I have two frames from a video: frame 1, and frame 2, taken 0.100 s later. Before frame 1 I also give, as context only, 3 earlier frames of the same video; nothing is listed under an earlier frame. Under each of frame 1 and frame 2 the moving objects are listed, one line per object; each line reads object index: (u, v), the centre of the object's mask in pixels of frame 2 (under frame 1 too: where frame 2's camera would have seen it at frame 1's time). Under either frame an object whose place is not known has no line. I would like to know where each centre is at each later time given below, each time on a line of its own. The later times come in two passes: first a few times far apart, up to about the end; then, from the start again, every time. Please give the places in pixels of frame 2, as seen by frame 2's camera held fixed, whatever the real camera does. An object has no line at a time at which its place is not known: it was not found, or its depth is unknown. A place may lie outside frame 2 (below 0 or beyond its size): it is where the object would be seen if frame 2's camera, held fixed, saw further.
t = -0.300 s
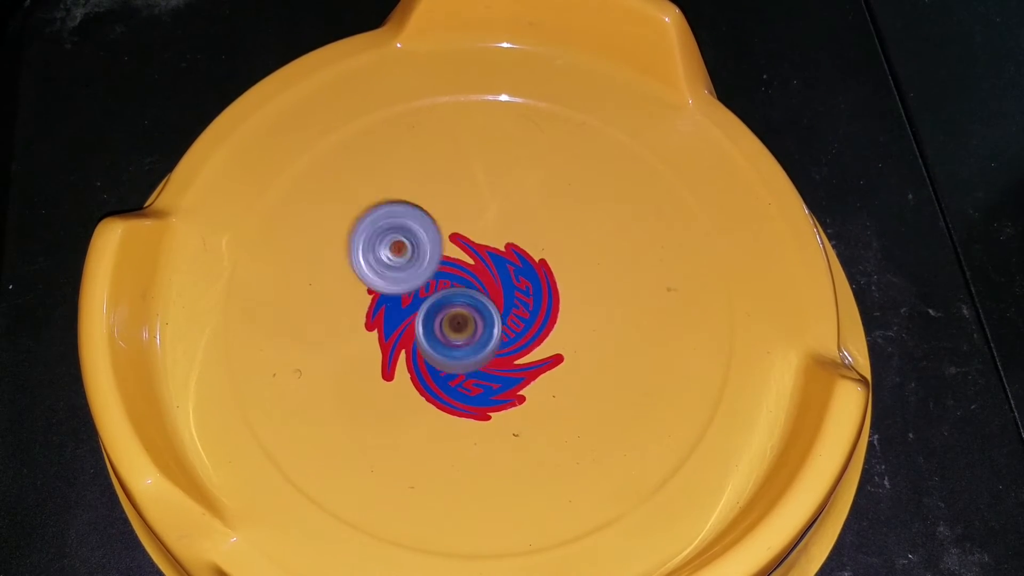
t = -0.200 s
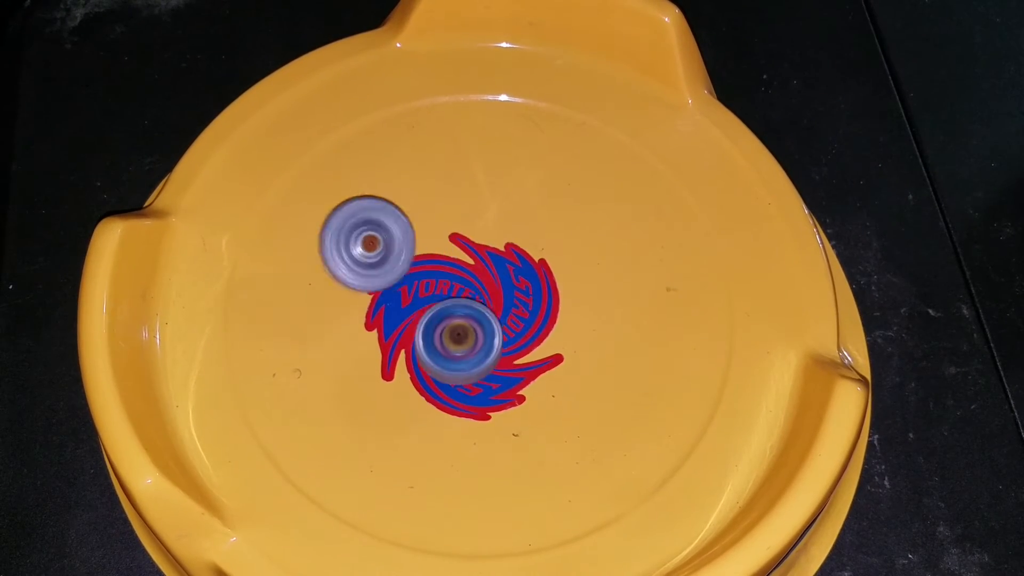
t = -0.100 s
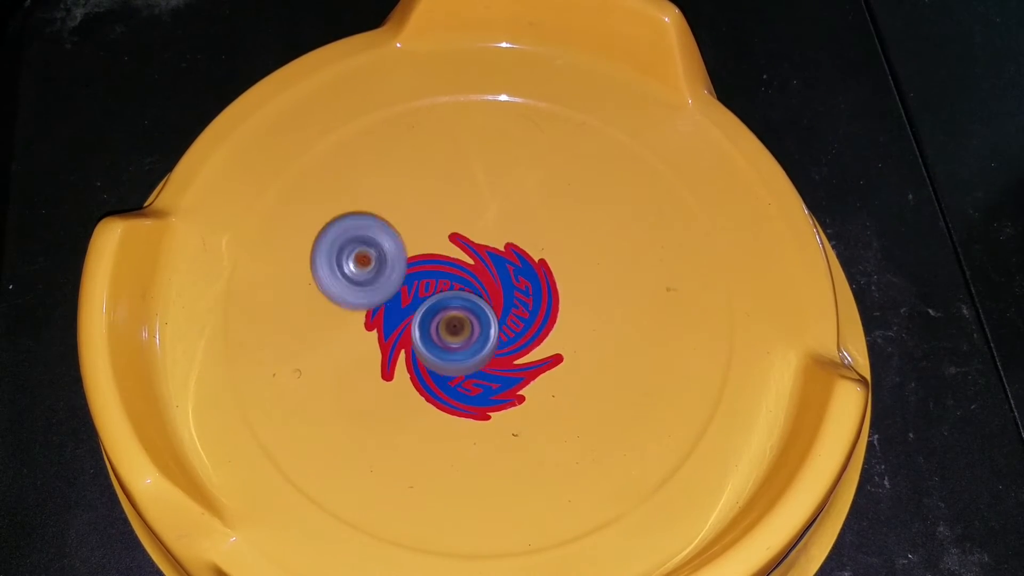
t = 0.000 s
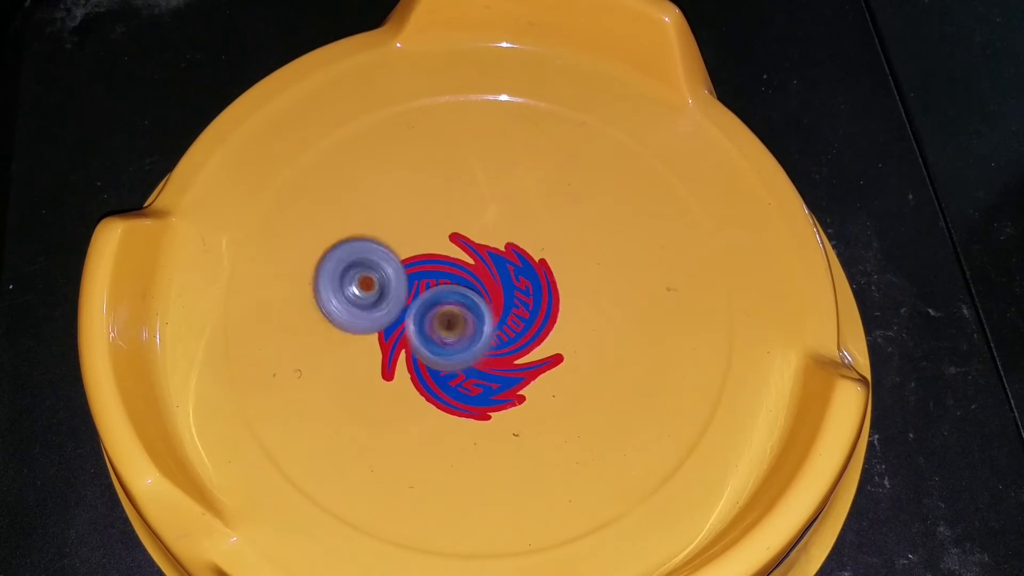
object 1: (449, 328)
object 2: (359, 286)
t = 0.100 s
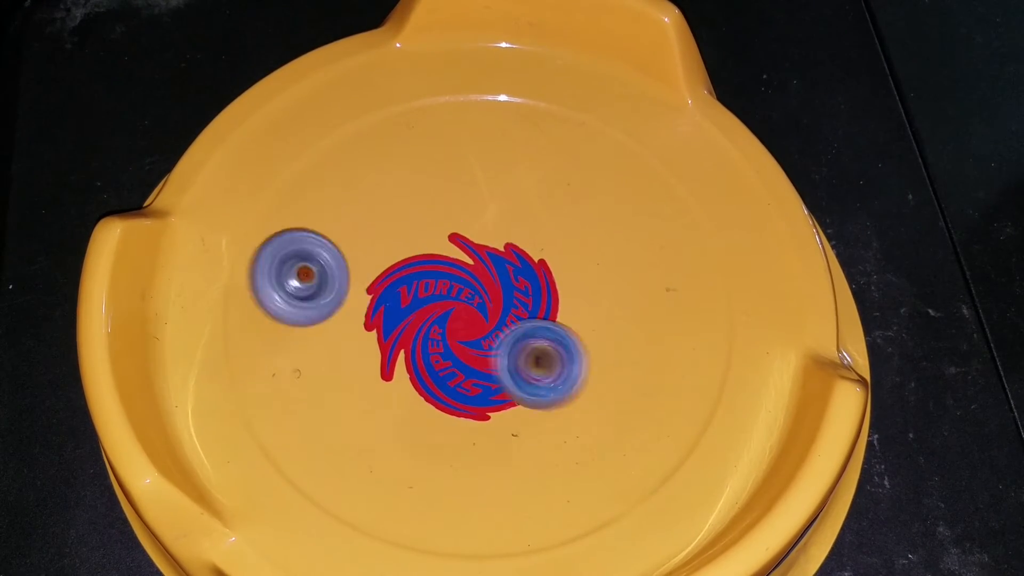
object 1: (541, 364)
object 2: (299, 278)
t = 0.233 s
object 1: (603, 335)
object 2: (298, 301)
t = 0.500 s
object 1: (540, 235)
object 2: (399, 352)
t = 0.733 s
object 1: (442, 294)
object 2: (470, 376)
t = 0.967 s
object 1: (402, 293)
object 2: (542, 402)
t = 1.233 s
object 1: (457, 346)
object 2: (556, 330)
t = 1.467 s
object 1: (443, 329)
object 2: (585, 250)
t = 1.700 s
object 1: (440, 329)
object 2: (538, 208)
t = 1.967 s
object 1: (437, 327)
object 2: (451, 204)
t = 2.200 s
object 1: (438, 320)
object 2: (358, 227)
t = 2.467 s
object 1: (453, 297)
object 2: (319, 274)
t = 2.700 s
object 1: (465, 282)
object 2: (387, 358)
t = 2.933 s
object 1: (466, 284)
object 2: (488, 488)
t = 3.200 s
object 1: (473, 283)
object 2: (512, 530)
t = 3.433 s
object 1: (475, 284)
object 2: (499, 413)
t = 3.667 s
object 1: (460, 244)
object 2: (516, 329)
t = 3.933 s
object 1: (425, 288)
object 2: (544, 258)
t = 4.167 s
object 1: (451, 316)
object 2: (514, 236)
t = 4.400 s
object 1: (380, 417)
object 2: (524, 155)
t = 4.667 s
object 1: (471, 403)
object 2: (481, 233)
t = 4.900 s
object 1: (500, 390)
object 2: (445, 262)
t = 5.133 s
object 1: (499, 369)
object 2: (439, 283)
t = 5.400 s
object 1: (505, 356)
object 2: (442, 278)
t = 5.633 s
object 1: (511, 369)
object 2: (452, 233)
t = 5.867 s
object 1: (486, 340)
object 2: (475, 223)
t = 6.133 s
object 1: (451, 332)
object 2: (470, 234)
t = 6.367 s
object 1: (423, 333)
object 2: (469, 249)
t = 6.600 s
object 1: (431, 337)
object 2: (487, 265)
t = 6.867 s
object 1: (438, 332)
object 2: (514, 273)
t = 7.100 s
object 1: (423, 324)
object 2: (539, 273)
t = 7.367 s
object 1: (441, 312)
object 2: (529, 272)
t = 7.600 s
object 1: (416, 310)
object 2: (524, 272)
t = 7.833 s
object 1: (417, 322)
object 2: (513, 278)
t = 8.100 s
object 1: (413, 328)
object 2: (519, 285)
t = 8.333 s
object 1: (404, 334)
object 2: (533, 286)
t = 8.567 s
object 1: (422, 331)
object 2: (523, 294)
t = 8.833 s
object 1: (419, 325)
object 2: (514, 290)
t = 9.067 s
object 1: (395, 326)
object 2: (525, 278)
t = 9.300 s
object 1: (426, 322)
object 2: (513, 283)
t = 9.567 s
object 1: (411, 314)
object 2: (509, 278)
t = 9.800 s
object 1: (406, 323)
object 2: (515, 278)
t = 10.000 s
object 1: (423, 323)
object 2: (510, 281)
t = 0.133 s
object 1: (562, 363)
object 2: (292, 281)
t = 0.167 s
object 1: (580, 358)
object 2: (290, 287)
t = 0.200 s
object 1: (594, 349)
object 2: (292, 294)
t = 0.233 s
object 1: (603, 335)
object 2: (298, 301)
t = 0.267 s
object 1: (607, 319)
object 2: (305, 308)
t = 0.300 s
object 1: (608, 302)
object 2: (315, 316)
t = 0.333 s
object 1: (606, 285)
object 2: (327, 323)
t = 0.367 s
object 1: (598, 269)
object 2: (339, 330)
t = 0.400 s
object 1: (587, 255)
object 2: (354, 337)
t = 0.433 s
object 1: (575, 245)
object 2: (369, 342)
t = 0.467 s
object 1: (558, 238)
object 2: (384, 348)
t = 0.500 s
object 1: (540, 235)
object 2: (399, 352)
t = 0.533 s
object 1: (522, 234)
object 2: (413, 358)
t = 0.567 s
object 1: (504, 237)
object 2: (426, 362)
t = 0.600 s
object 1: (486, 244)
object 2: (437, 365)
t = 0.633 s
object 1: (471, 254)
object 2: (447, 368)
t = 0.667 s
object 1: (458, 265)
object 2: (456, 370)
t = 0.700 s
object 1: (449, 279)
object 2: (463, 373)
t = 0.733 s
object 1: (442, 294)
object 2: (470, 376)
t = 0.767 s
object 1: (434, 289)
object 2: (482, 388)
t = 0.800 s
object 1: (425, 277)
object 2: (499, 404)
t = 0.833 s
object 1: (418, 269)
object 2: (512, 409)
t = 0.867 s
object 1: (413, 267)
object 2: (522, 410)
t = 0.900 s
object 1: (409, 272)
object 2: (530, 409)
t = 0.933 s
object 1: (406, 281)
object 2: (537, 406)
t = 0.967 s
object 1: (402, 293)
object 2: (542, 402)
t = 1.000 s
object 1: (399, 307)
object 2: (547, 396)
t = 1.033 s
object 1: (400, 319)
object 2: (551, 389)
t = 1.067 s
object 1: (406, 331)
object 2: (554, 380)
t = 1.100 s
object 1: (413, 342)
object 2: (556, 371)
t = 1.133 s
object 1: (423, 348)
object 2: (558, 362)
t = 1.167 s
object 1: (436, 351)
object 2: (558, 352)
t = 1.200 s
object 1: (447, 350)
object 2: (557, 341)
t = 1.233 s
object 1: (457, 346)
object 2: (556, 330)
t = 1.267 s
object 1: (450, 341)
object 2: (566, 315)
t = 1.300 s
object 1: (440, 338)
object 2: (579, 300)
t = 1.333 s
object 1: (435, 335)
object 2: (586, 287)
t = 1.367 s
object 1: (435, 332)
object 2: (589, 276)
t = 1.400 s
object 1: (437, 330)
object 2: (589, 267)
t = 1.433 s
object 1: (440, 329)
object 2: (588, 258)
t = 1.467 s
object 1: (443, 329)
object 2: (585, 250)
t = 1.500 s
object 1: (445, 330)
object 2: (581, 242)
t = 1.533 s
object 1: (445, 331)
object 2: (577, 235)
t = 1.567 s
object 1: (445, 331)
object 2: (571, 229)
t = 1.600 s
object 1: (444, 331)
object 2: (564, 222)
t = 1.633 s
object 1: (443, 330)
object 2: (556, 217)
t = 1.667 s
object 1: (441, 330)
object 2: (548, 212)
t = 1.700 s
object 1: (440, 329)
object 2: (538, 208)
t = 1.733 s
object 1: (440, 328)
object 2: (528, 205)
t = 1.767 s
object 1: (441, 329)
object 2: (518, 203)
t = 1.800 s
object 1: (442, 330)
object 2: (507, 201)
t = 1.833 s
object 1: (443, 330)
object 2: (496, 200)
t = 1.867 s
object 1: (442, 330)
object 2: (485, 200)
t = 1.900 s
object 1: (440, 329)
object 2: (474, 200)
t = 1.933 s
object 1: (438, 328)
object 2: (462, 201)
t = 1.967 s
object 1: (437, 327)
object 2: (451, 204)
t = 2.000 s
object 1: (436, 324)
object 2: (438, 208)
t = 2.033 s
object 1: (434, 320)
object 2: (425, 212)
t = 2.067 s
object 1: (433, 315)
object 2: (412, 216)
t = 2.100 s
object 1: (431, 311)
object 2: (399, 221)
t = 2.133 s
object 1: (430, 308)
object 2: (386, 227)
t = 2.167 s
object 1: (434, 315)
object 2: (372, 227)
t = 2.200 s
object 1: (438, 320)
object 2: (358, 227)
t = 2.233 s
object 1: (440, 321)
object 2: (346, 230)
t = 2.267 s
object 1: (442, 321)
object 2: (337, 233)
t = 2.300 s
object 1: (444, 320)
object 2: (329, 236)
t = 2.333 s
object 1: (446, 316)
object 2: (322, 242)
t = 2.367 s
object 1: (449, 312)
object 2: (318, 248)
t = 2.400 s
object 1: (450, 307)
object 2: (316, 256)
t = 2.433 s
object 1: (452, 301)
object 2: (317, 264)
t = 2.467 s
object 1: (453, 297)
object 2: (319, 274)
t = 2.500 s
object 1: (454, 293)
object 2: (325, 283)
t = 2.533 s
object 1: (457, 289)
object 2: (331, 294)
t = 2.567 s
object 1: (459, 287)
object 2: (340, 305)
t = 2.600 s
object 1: (460, 285)
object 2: (350, 316)
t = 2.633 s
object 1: (462, 284)
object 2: (360, 327)
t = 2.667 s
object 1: (463, 283)
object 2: (373, 342)
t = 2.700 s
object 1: (465, 282)
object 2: (387, 358)
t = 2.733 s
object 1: (466, 282)
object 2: (401, 375)
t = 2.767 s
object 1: (467, 282)
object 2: (415, 394)
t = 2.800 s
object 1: (468, 283)
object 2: (431, 413)
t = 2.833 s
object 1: (467, 284)
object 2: (447, 432)
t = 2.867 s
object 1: (467, 285)
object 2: (462, 451)
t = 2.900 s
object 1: (466, 284)
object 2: (475, 469)
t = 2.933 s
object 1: (466, 284)
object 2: (488, 488)
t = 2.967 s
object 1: (466, 283)
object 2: (499, 505)
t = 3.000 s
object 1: (467, 282)
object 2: (507, 519)
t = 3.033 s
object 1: (469, 282)
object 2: (512, 526)
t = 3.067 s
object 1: (470, 282)
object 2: (513, 530)
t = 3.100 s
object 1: (472, 283)
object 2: (513, 533)
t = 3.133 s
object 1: (473, 283)
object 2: (513, 534)
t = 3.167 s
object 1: (473, 283)
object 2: (513, 533)
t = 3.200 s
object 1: (473, 283)
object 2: (512, 530)
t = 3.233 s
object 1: (473, 283)
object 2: (511, 525)
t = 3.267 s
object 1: (473, 283)
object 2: (509, 516)
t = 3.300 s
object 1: (473, 283)
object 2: (507, 500)
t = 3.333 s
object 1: (473, 283)
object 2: (505, 480)
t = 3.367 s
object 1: (473, 283)
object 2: (503, 459)
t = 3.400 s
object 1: (474, 283)
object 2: (501, 436)
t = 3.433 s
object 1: (475, 284)
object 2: (499, 413)
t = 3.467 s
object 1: (476, 285)
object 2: (496, 389)
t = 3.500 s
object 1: (477, 286)
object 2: (494, 366)
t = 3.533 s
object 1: (477, 268)
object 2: (496, 359)
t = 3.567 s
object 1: (475, 254)
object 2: (500, 352)
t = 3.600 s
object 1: (473, 245)
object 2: (505, 345)
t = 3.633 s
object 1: (468, 243)
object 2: (510, 338)
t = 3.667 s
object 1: (460, 244)
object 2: (516, 329)
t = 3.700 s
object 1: (455, 251)
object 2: (522, 318)
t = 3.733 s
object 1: (450, 258)
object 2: (526, 308)
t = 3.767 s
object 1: (445, 267)
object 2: (529, 299)
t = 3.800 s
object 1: (433, 269)
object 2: (537, 292)
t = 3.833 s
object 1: (424, 271)
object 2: (542, 285)
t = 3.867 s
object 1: (421, 275)
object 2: (544, 277)
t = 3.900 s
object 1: (422, 280)
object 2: (545, 266)
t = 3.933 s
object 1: (425, 288)
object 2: (544, 258)
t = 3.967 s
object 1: (428, 295)
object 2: (541, 251)
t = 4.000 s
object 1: (432, 304)
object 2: (538, 247)
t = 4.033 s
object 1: (436, 309)
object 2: (534, 244)
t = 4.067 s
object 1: (440, 313)
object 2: (530, 241)
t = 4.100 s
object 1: (445, 316)
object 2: (525, 239)
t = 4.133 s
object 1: (448, 317)
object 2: (520, 237)
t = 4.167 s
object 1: (451, 316)
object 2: (514, 236)
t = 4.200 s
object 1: (453, 312)
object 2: (508, 236)
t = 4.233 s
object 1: (443, 324)
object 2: (508, 224)
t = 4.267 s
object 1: (416, 351)
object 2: (518, 198)
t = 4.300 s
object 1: (397, 377)
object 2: (525, 177)
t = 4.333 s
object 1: (384, 393)
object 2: (528, 163)
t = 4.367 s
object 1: (379, 409)
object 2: (527, 156)
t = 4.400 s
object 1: (380, 417)
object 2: (524, 155)
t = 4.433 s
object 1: (387, 423)
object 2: (519, 159)
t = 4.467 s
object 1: (397, 425)
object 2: (514, 165)
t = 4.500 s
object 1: (410, 426)
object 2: (508, 173)
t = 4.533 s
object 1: (423, 425)
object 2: (503, 183)
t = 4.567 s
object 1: (437, 422)
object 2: (497, 194)
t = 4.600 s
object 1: (449, 418)
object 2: (491, 207)
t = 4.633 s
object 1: (461, 411)
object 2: (486, 220)
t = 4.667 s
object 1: (471, 403)
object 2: (481, 233)
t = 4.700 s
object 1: (479, 394)
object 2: (477, 245)
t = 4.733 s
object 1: (484, 386)
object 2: (474, 255)
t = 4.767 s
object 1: (487, 376)
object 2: (470, 264)
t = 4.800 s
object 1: (491, 367)
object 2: (467, 273)
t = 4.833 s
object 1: (495, 375)
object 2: (459, 272)
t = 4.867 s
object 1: (498, 385)
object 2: (451, 264)
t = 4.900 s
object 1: (500, 390)
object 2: (445, 262)
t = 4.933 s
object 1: (499, 389)
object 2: (440, 264)
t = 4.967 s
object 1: (498, 385)
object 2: (439, 268)
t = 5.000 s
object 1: (496, 378)
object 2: (440, 274)
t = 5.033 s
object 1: (495, 371)
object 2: (441, 279)
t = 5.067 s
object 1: (493, 364)
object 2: (444, 284)
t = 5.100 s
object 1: (496, 364)
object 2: (443, 285)
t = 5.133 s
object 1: (499, 369)
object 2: (439, 283)
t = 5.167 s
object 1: (498, 369)
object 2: (436, 284)
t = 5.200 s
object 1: (497, 366)
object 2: (438, 287)
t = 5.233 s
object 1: (498, 368)
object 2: (438, 284)
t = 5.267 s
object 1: (500, 371)
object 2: (432, 278)
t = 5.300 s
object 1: (503, 370)
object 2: (431, 277)
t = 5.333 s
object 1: (504, 366)
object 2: (432, 277)
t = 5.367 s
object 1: (505, 360)
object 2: (437, 277)
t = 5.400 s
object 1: (505, 356)
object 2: (442, 278)
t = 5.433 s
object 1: (504, 349)
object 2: (448, 278)
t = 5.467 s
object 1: (506, 348)
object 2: (451, 274)
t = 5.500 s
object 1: (505, 346)
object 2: (454, 270)
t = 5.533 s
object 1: (505, 346)
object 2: (457, 268)
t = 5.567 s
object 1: (511, 359)
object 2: (453, 253)
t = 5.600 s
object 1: (512, 366)
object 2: (452, 240)
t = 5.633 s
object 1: (511, 369)
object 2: (452, 233)
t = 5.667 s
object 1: (510, 369)
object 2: (454, 229)
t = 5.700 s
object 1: (506, 367)
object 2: (457, 228)
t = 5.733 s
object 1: (502, 362)
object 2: (460, 227)
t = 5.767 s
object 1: (498, 357)
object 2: (464, 226)
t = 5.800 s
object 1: (494, 352)
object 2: (469, 225)
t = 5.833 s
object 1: (490, 346)
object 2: (472, 224)
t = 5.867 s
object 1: (486, 340)
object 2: (475, 223)
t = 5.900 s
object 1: (483, 336)
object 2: (476, 223)
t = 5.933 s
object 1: (480, 333)
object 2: (477, 224)
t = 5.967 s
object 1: (476, 334)
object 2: (477, 225)
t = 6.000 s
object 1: (471, 335)
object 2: (476, 226)
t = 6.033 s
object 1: (467, 335)
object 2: (475, 226)
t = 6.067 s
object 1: (462, 335)
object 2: (473, 228)
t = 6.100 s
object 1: (456, 334)
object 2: (472, 231)
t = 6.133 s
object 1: (451, 332)
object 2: (470, 234)
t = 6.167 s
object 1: (448, 331)
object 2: (468, 239)
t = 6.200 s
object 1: (443, 331)
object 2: (468, 242)
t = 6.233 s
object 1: (437, 332)
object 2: (468, 242)
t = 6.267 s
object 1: (434, 331)
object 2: (468, 244)
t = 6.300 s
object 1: (431, 331)
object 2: (468, 246)
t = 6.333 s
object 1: (425, 333)
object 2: (469, 247)
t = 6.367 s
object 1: (423, 333)
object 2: (469, 249)
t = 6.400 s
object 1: (423, 332)
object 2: (470, 253)
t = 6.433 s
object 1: (422, 337)
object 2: (475, 251)
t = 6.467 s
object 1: (422, 338)
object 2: (479, 251)
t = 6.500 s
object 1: (423, 340)
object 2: (482, 254)
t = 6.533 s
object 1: (425, 340)
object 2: (484, 257)
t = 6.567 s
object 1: (428, 339)
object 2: (485, 261)
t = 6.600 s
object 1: (431, 337)
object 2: (487, 265)
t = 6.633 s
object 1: (426, 342)
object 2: (495, 262)
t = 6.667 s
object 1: (424, 345)
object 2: (499, 260)
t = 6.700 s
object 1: (425, 344)
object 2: (502, 261)
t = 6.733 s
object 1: (429, 343)
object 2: (504, 263)
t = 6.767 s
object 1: (433, 342)
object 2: (507, 266)
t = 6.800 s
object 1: (435, 340)
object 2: (509, 268)
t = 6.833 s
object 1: (437, 337)
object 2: (511, 271)
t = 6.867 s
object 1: (438, 332)
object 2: (514, 273)
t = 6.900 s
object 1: (438, 330)
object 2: (518, 274)
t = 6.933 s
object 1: (425, 332)
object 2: (528, 270)
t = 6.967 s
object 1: (419, 331)
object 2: (533, 269)
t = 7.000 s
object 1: (417, 329)
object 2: (534, 269)
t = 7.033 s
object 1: (418, 327)
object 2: (536, 271)
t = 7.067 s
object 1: (421, 325)
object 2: (538, 272)
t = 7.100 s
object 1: (423, 324)
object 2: (539, 273)
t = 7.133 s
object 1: (427, 323)
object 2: (540, 273)
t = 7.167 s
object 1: (431, 323)
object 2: (540, 273)
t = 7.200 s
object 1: (434, 322)
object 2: (539, 272)
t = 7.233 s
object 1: (436, 321)
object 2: (539, 272)
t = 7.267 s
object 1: (438, 319)
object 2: (537, 271)
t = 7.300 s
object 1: (440, 316)
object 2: (535, 272)
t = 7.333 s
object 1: (440, 314)
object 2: (532, 272)
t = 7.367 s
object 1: (441, 312)
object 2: (529, 272)
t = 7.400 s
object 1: (429, 310)
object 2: (532, 270)
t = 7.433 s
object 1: (415, 310)
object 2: (536, 268)
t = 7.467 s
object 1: (408, 310)
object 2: (535, 267)
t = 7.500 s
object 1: (405, 310)
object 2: (533, 268)
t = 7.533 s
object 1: (406, 310)
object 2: (530, 269)
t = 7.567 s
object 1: (410, 309)
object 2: (527, 271)
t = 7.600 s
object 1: (416, 310)
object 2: (524, 272)
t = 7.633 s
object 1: (421, 312)
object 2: (520, 274)
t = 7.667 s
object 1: (427, 313)
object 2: (516, 276)
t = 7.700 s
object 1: (427, 316)
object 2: (515, 276)
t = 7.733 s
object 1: (427, 318)
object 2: (513, 277)
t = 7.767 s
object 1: (420, 321)
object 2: (516, 276)
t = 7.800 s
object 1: (417, 322)
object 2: (516, 277)
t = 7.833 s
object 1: (417, 322)
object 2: (513, 278)
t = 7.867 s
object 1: (419, 321)
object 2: (510, 281)
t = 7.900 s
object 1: (421, 320)
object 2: (509, 282)
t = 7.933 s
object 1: (419, 321)
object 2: (509, 283)
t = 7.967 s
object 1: (411, 325)
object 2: (517, 280)
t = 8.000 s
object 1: (406, 328)
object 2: (520, 279)
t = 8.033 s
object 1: (405, 330)
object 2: (520, 281)
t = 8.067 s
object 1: (408, 329)
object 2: (520, 283)
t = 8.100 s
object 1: (413, 328)
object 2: (519, 285)
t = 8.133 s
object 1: (418, 328)
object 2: (517, 287)
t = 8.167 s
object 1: (422, 329)
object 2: (516, 289)
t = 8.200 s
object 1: (427, 329)
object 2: (515, 290)
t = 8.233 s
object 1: (414, 334)
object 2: (525, 288)
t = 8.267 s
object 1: (407, 335)
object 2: (532, 285)
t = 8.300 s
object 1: (405, 335)
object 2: (533, 285)
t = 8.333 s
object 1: (404, 334)
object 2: (533, 286)
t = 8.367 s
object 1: (405, 332)
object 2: (533, 288)
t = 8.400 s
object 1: (406, 331)
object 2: (533, 289)
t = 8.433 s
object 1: (406, 331)
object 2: (532, 290)
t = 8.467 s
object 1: (408, 331)
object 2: (530, 292)
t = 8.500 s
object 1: (412, 332)
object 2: (528, 293)
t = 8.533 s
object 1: (417, 332)
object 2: (525, 294)
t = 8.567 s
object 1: (422, 331)
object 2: (523, 294)
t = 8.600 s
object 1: (427, 331)
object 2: (519, 295)
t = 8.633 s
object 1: (426, 331)
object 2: (520, 294)
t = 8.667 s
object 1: (419, 334)
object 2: (522, 292)
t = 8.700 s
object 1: (417, 333)
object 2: (520, 292)
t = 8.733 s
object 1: (417, 332)
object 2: (518, 292)
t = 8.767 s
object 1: (419, 329)
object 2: (516, 292)
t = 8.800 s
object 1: (423, 326)
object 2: (513, 292)
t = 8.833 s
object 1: (419, 325)
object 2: (514, 290)
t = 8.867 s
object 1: (417, 323)
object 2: (513, 288)
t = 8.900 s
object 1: (418, 321)
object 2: (512, 288)
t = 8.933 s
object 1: (419, 319)
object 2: (510, 287)
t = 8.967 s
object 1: (408, 321)
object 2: (517, 283)
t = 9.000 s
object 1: (399, 324)
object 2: (523, 279)
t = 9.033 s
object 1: (395, 325)
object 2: (524, 278)
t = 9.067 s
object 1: (395, 326)
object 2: (525, 278)
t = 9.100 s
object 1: (397, 326)
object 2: (524, 279)
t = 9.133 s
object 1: (402, 326)
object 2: (524, 280)
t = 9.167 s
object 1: (406, 327)
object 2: (522, 280)
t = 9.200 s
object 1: (411, 326)
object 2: (521, 281)
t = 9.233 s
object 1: (416, 326)
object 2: (518, 282)
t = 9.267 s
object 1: (422, 324)
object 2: (516, 282)
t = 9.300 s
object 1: (426, 322)
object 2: (513, 283)
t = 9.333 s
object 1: (420, 323)
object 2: (515, 280)
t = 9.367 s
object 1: (418, 322)
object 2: (515, 279)
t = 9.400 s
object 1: (418, 321)
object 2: (512, 279)
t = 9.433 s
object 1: (420, 319)
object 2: (510, 280)
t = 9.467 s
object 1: (419, 317)
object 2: (510, 279)
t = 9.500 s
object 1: (413, 317)
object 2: (511, 277)
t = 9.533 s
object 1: (411, 316)
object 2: (511, 277)
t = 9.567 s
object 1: (411, 314)
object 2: (509, 278)
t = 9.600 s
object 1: (414, 313)
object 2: (508, 279)
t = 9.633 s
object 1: (417, 313)
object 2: (507, 279)
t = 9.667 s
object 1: (407, 316)
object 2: (514, 276)
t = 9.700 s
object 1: (403, 319)
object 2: (517, 274)
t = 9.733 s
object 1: (401, 321)
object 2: (517, 275)
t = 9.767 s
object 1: (402, 323)
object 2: (516, 276)
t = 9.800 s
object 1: (406, 323)
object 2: (515, 278)
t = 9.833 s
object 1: (411, 323)
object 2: (514, 279)
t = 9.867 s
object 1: (416, 323)
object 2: (512, 280)
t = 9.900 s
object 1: (421, 323)
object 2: (511, 281)
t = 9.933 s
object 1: (423, 323)
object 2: (511, 281)
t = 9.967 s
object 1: (423, 323)
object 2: (511, 281)
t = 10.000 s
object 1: (423, 323)
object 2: (510, 281)
